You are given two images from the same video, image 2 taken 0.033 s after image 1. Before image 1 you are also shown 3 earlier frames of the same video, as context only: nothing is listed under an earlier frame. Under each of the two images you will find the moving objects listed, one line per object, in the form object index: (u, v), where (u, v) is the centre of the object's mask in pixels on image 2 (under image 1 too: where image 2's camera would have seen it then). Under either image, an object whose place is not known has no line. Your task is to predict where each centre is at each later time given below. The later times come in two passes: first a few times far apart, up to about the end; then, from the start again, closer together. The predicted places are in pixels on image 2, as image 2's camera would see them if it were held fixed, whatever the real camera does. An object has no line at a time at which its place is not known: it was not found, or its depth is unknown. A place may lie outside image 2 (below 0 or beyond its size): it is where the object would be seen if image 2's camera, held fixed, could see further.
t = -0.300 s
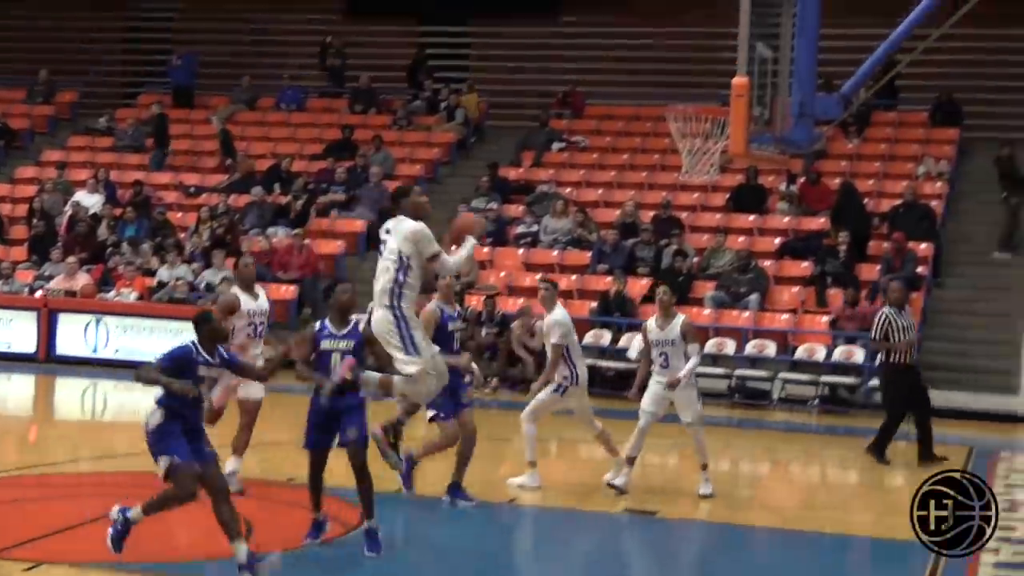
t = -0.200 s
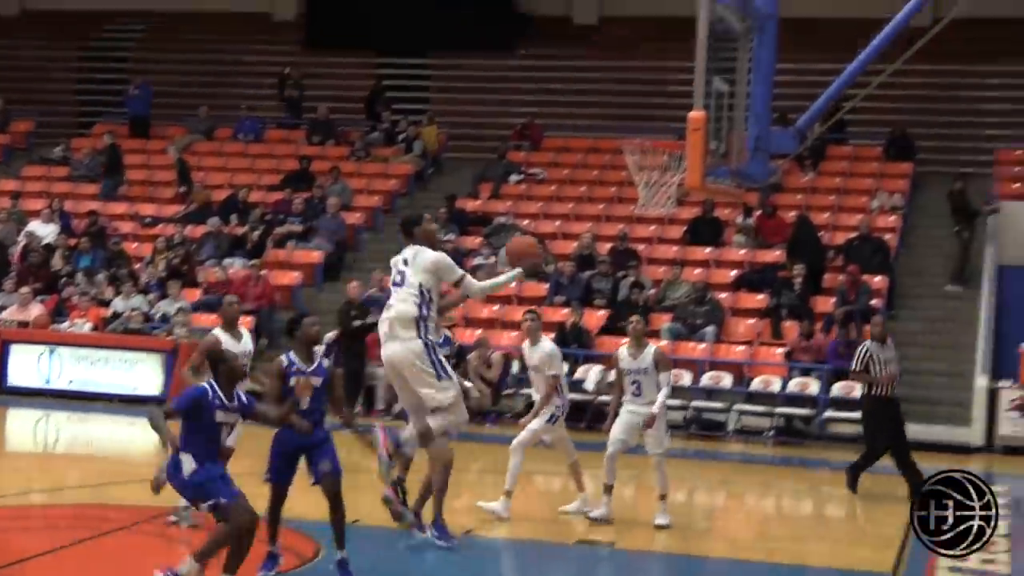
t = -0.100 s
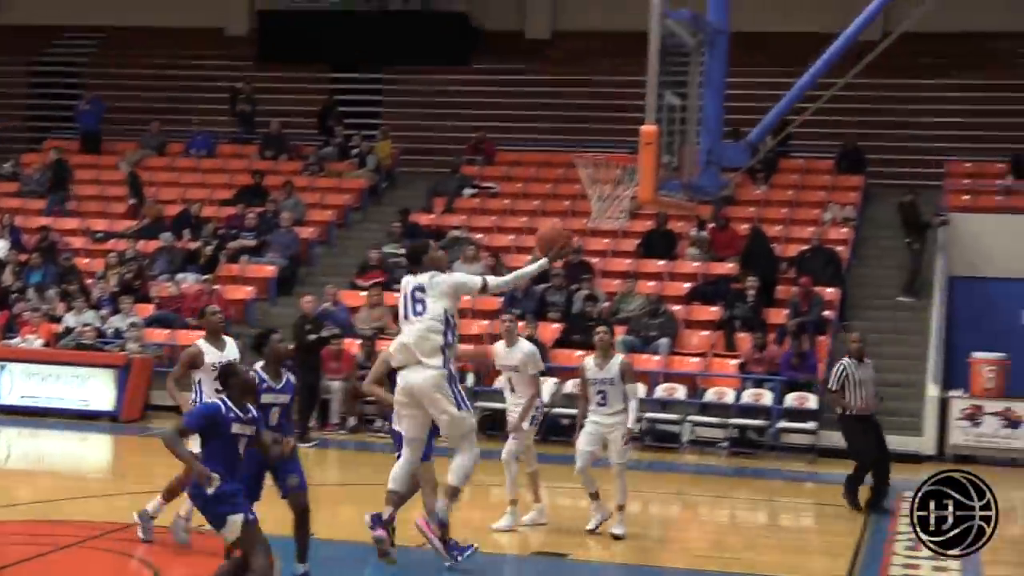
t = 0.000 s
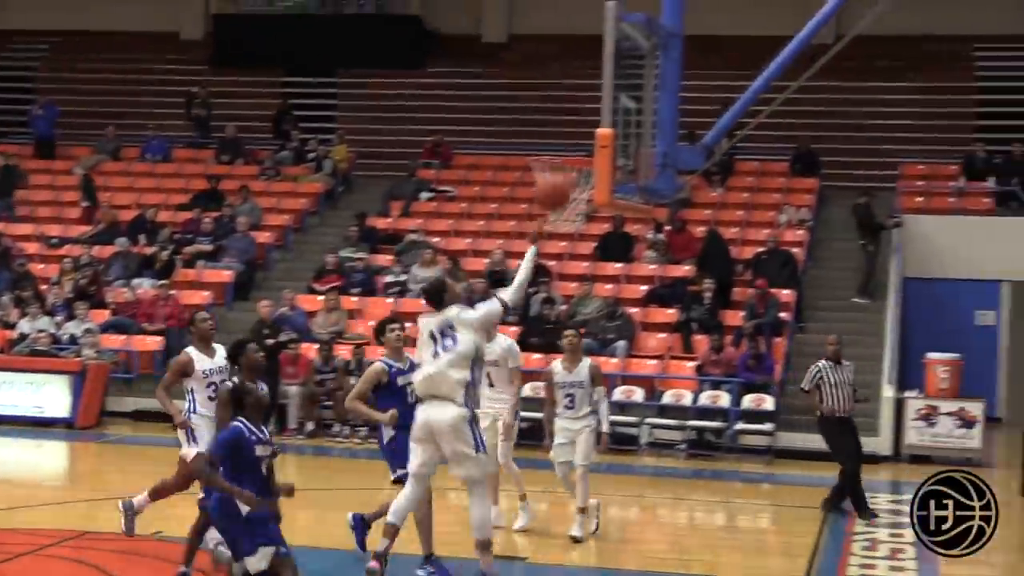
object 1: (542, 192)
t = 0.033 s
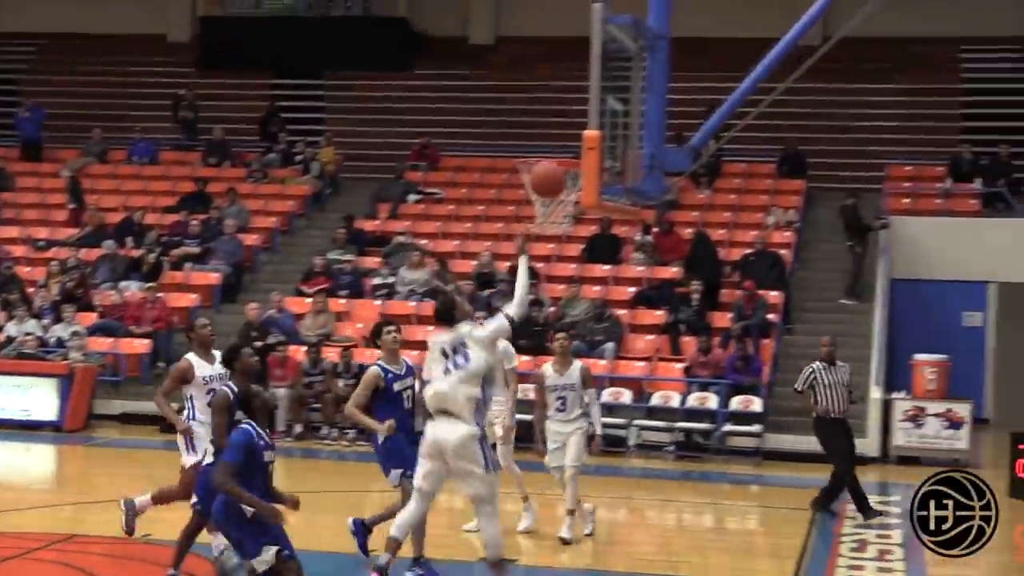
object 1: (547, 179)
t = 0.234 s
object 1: (569, 121)
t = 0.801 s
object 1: (552, 149)
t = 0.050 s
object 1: (552, 172)
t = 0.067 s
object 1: (555, 166)
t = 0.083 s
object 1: (559, 160)
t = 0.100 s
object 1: (562, 155)
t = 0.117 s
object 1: (565, 150)
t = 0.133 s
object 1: (567, 144)
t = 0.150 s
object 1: (570, 139)
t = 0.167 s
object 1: (572, 135)
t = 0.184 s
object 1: (572, 131)
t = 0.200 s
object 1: (572, 126)
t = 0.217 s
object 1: (570, 124)
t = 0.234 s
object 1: (569, 121)
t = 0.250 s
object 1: (567, 117)
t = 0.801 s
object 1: (552, 149)
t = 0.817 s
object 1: (555, 151)
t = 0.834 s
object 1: (557, 152)
